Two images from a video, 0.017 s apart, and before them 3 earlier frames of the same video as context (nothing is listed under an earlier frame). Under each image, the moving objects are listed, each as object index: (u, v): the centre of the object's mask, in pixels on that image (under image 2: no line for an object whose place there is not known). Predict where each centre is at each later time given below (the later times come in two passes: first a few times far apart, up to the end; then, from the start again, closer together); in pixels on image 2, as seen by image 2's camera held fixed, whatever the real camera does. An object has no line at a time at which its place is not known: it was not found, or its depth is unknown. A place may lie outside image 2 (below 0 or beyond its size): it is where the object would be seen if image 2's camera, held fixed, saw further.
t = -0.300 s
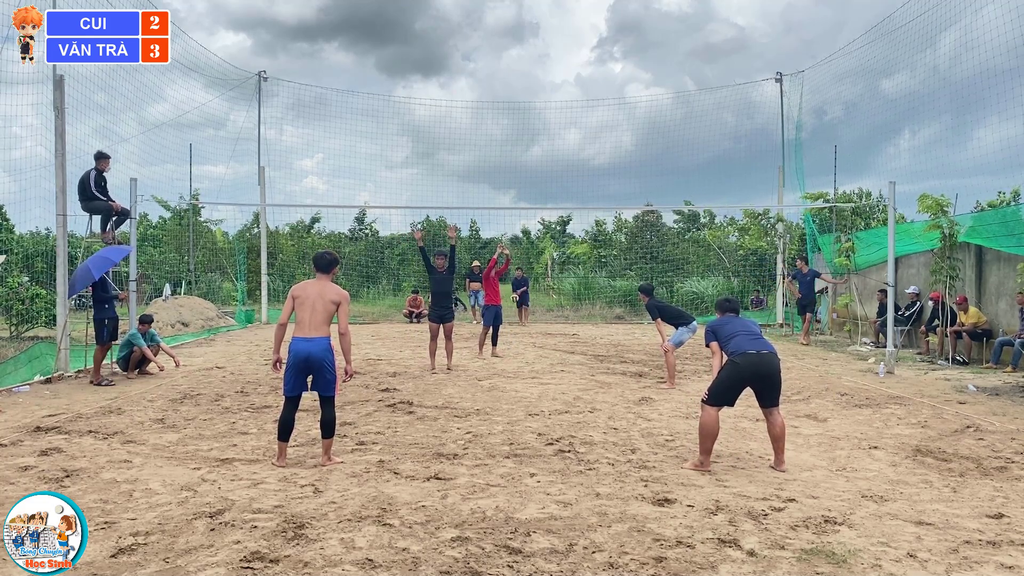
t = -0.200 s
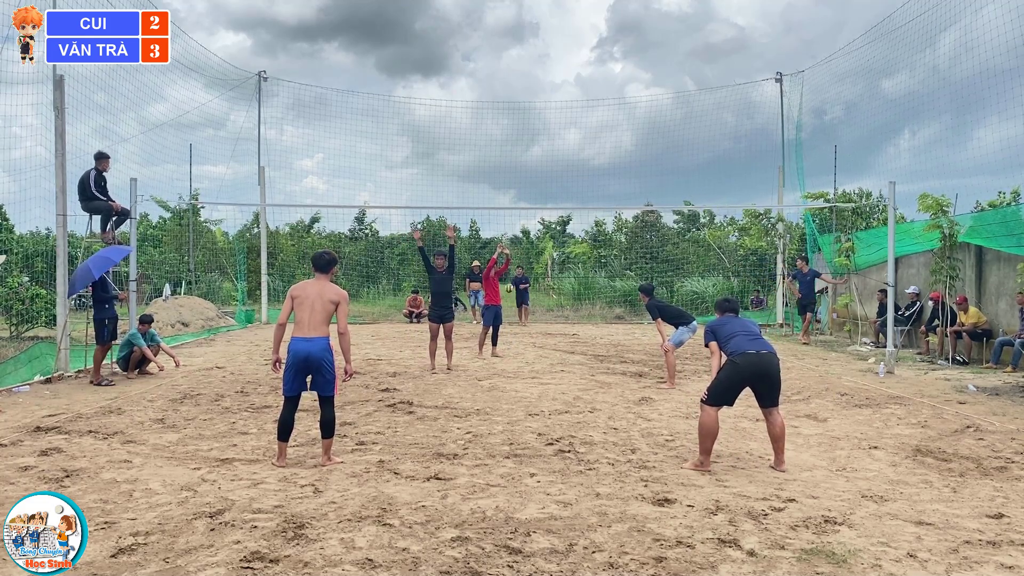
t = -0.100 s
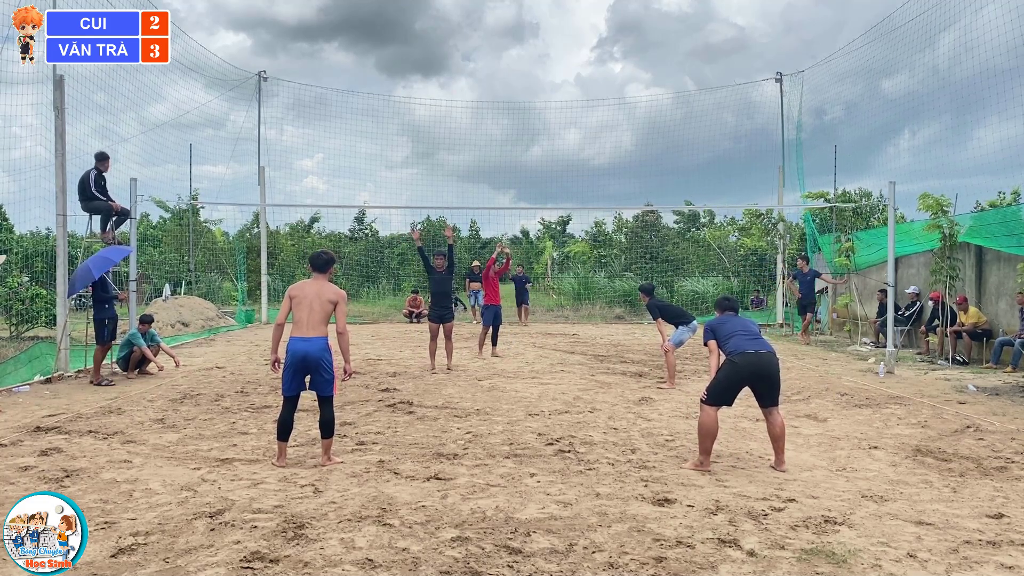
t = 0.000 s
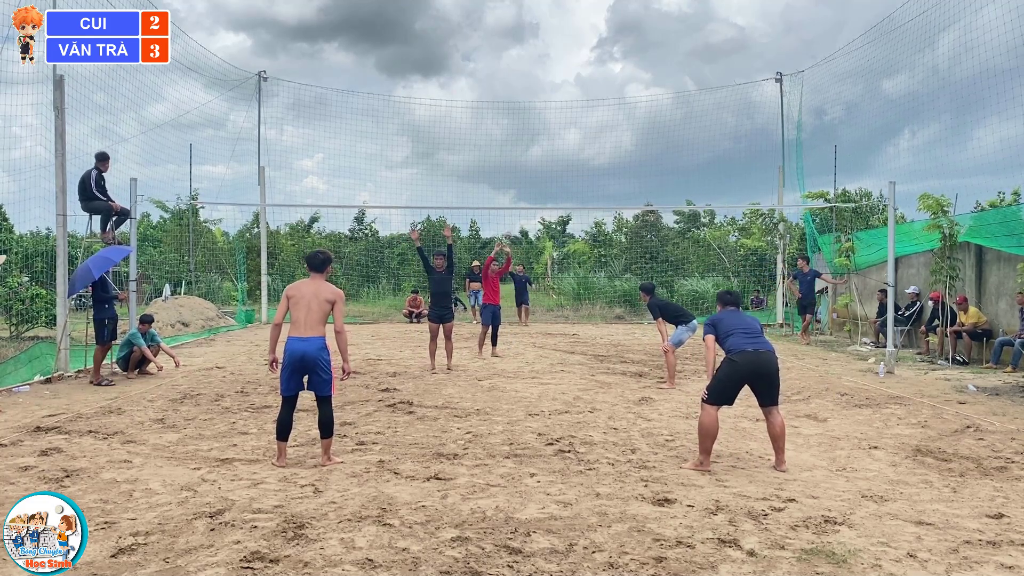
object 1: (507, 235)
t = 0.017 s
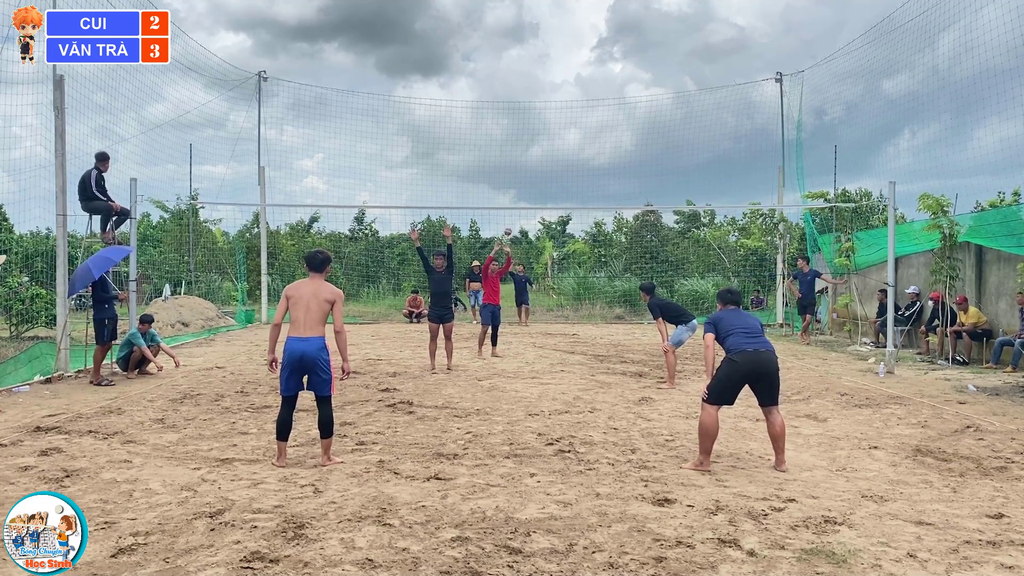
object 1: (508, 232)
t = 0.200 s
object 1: (508, 193)
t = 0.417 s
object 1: (508, 164)
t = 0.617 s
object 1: (508, 152)
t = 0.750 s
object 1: (508, 154)
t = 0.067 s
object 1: (508, 219)
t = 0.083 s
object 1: (508, 216)
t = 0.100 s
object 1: (508, 213)
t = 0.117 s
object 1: (508, 209)
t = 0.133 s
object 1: (508, 204)
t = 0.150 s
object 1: (508, 202)
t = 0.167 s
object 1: (508, 199)
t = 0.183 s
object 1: (508, 196)
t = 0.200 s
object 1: (508, 193)
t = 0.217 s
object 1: (508, 190)
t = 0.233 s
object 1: (508, 188)
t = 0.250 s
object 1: (509, 185)
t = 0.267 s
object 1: (509, 182)
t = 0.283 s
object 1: (508, 180)
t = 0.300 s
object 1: (508, 177)
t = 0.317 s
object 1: (508, 175)
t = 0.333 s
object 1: (508, 173)
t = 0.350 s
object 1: (508, 170)
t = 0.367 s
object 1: (508, 169)
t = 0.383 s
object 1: (508, 166)
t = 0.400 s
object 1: (508, 165)
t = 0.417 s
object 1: (508, 164)
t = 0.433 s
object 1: (508, 162)
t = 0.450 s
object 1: (508, 160)
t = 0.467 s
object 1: (508, 159)
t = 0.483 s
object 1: (508, 158)
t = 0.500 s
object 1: (509, 157)
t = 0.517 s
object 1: (509, 156)
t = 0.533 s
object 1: (508, 155)
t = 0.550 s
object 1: (509, 154)
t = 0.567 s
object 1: (508, 154)
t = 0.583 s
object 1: (508, 153)
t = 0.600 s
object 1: (508, 153)
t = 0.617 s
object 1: (508, 152)
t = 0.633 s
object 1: (508, 152)
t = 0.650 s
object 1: (508, 152)
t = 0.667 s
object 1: (508, 153)
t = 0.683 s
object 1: (508, 153)
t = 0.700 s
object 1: (508, 153)
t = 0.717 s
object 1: (508, 153)
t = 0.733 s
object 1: (508, 154)
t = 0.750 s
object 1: (508, 154)
